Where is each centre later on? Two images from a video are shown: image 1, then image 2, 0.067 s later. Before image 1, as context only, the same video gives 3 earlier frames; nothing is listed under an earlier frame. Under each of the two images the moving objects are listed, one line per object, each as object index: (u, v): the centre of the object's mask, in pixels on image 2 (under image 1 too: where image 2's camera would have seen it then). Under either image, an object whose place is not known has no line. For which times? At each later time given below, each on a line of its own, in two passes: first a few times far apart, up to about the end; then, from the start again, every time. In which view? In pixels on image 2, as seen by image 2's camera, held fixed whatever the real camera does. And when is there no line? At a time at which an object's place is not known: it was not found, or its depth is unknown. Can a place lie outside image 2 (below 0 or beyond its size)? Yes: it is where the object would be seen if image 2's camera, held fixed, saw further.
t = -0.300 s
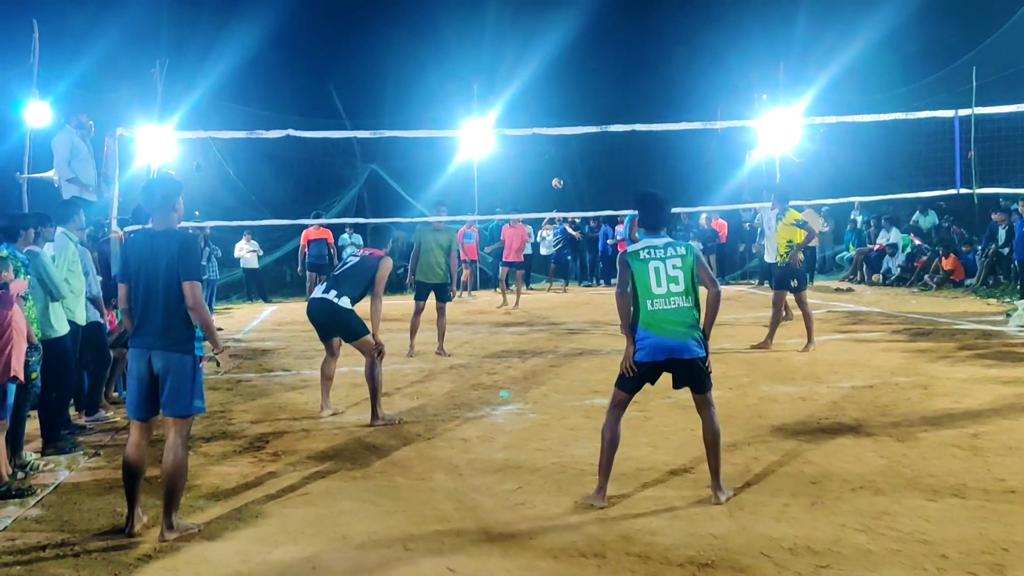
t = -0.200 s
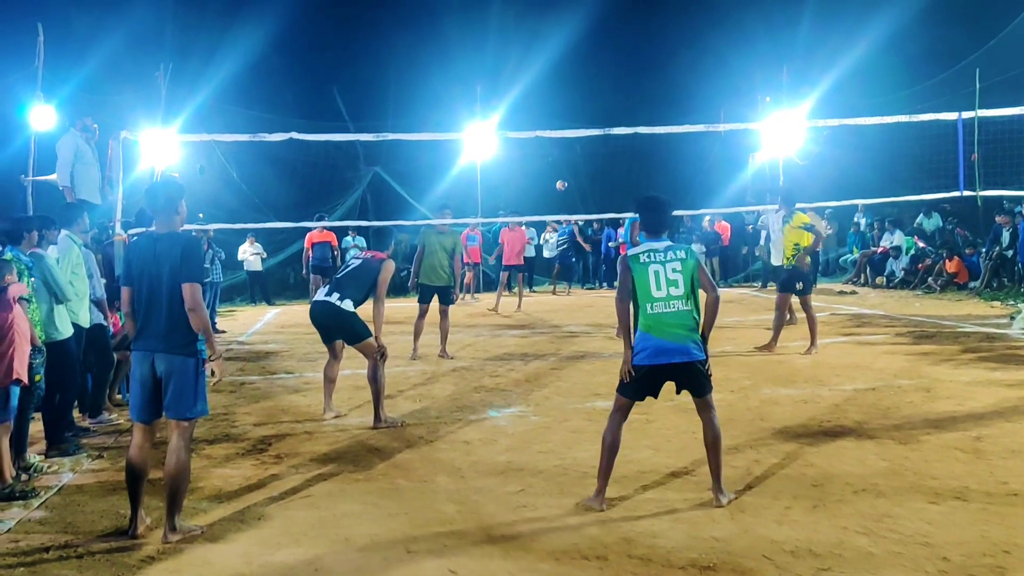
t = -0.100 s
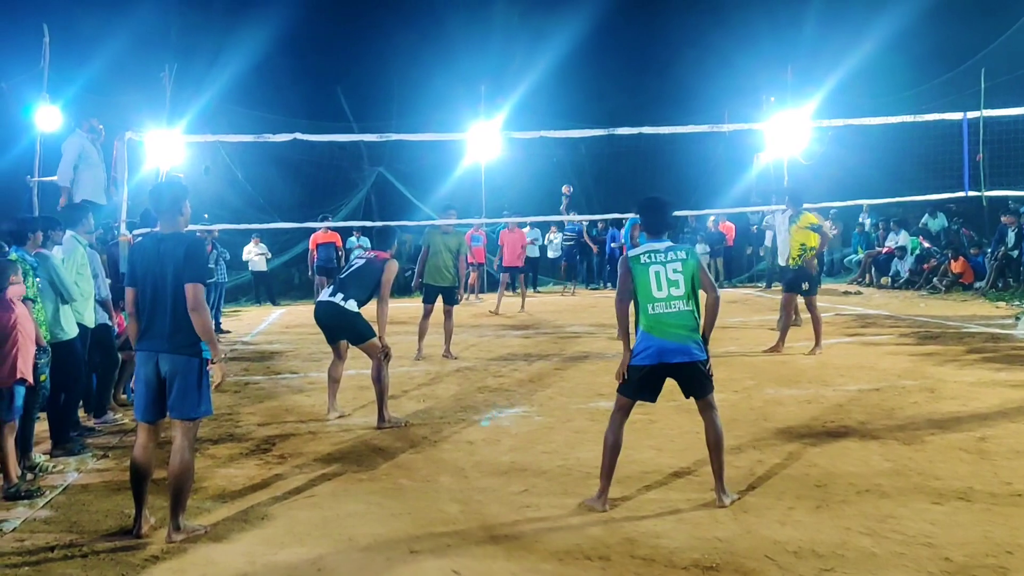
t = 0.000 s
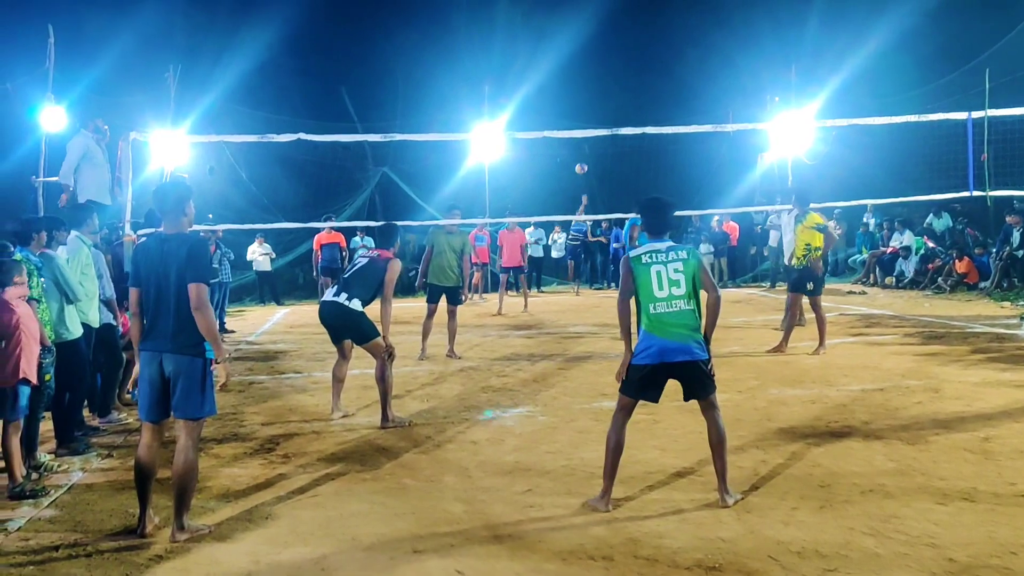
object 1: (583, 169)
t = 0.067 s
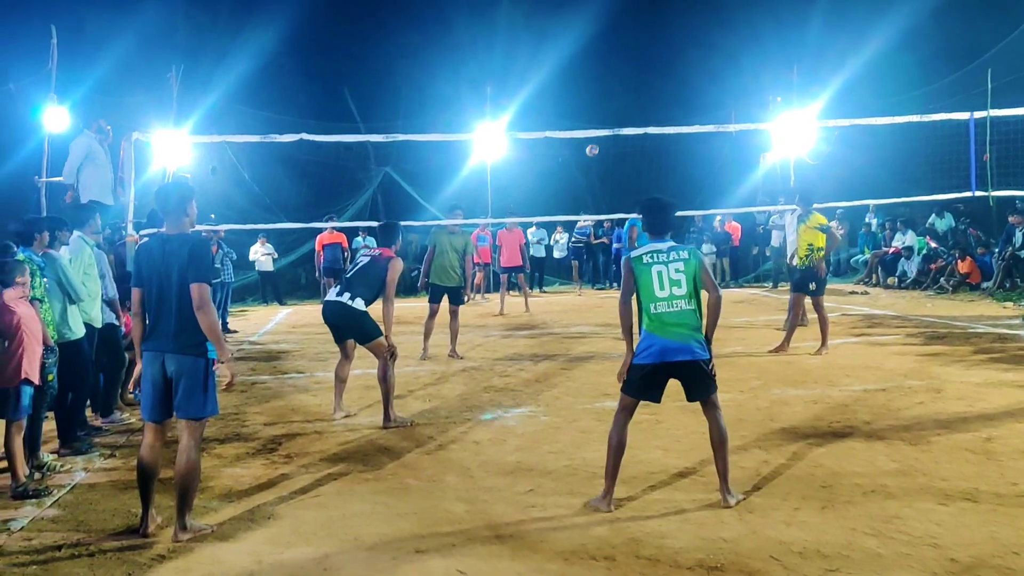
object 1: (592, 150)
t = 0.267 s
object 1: (624, 99)
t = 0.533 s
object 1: (683, 52)
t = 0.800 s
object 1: (778, 52)
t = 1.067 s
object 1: (956, 163)
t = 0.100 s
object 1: (597, 141)
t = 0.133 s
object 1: (602, 131)
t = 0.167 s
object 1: (607, 123)
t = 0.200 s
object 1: (612, 115)
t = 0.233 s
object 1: (618, 106)
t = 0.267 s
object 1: (624, 99)
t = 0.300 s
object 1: (630, 91)
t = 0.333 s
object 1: (636, 84)
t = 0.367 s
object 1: (643, 77)
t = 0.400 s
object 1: (650, 71)
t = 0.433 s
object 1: (657, 66)
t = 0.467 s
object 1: (665, 60)
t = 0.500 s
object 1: (674, 56)
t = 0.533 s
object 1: (683, 52)
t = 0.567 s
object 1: (693, 49)
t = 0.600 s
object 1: (702, 46)
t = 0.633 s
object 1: (713, 44)
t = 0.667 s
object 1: (724, 43)
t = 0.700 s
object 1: (736, 44)
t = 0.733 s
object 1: (749, 45)
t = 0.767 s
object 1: (763, 48)
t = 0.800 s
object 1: (778, 52)
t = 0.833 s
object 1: (794, 58)
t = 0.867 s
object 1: (812, 65)
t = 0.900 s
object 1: (831, 73)
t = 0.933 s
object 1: (851, 86)
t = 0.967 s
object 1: (875, 101)
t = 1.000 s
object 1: (899, 116)
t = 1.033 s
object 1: (927, 138)
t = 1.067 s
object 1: (956, 163)
